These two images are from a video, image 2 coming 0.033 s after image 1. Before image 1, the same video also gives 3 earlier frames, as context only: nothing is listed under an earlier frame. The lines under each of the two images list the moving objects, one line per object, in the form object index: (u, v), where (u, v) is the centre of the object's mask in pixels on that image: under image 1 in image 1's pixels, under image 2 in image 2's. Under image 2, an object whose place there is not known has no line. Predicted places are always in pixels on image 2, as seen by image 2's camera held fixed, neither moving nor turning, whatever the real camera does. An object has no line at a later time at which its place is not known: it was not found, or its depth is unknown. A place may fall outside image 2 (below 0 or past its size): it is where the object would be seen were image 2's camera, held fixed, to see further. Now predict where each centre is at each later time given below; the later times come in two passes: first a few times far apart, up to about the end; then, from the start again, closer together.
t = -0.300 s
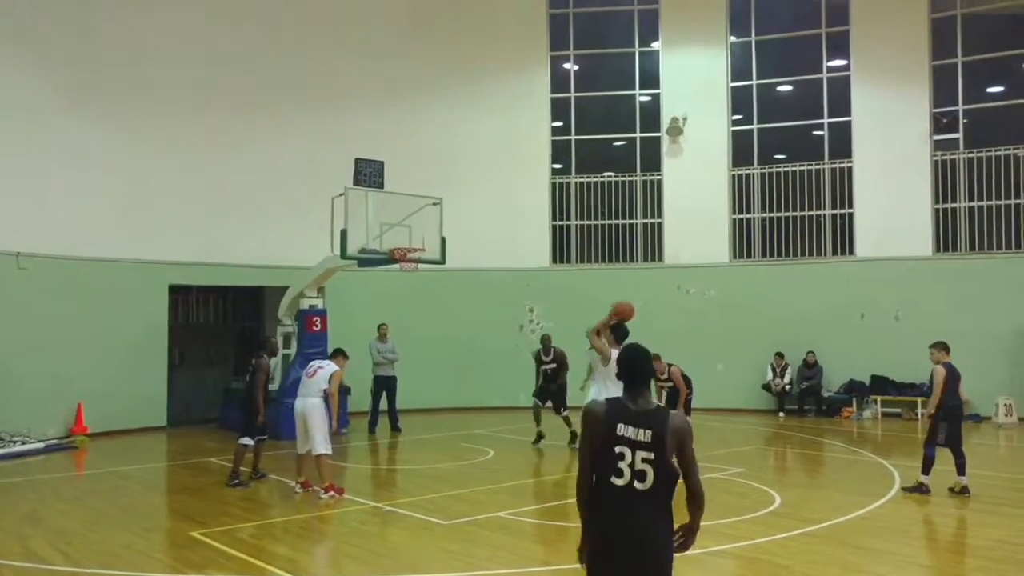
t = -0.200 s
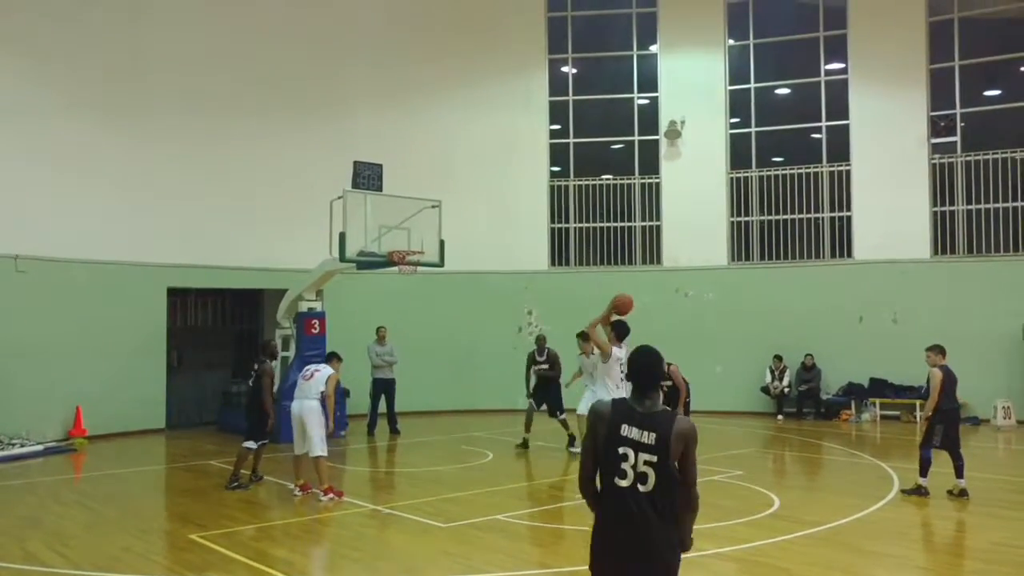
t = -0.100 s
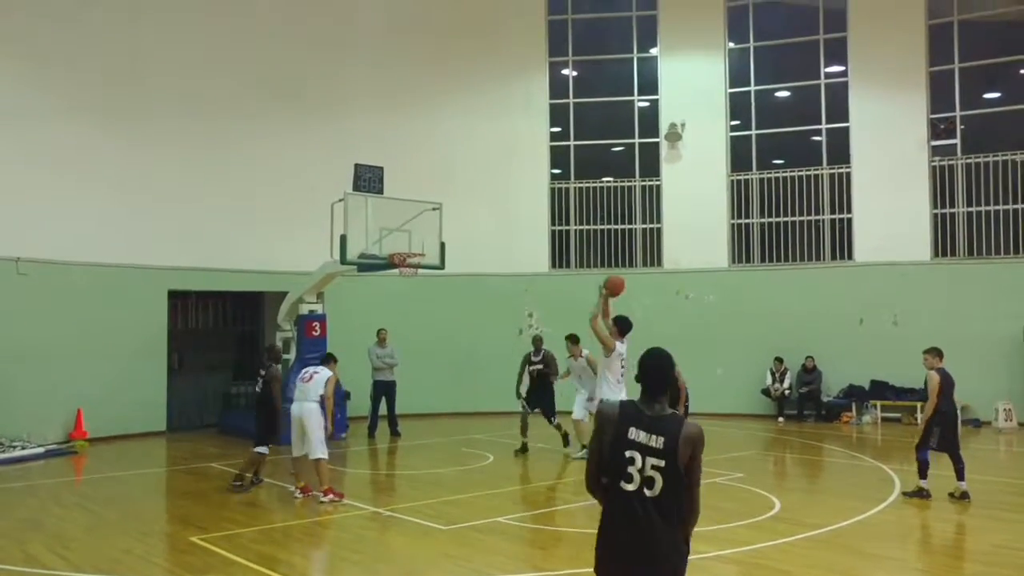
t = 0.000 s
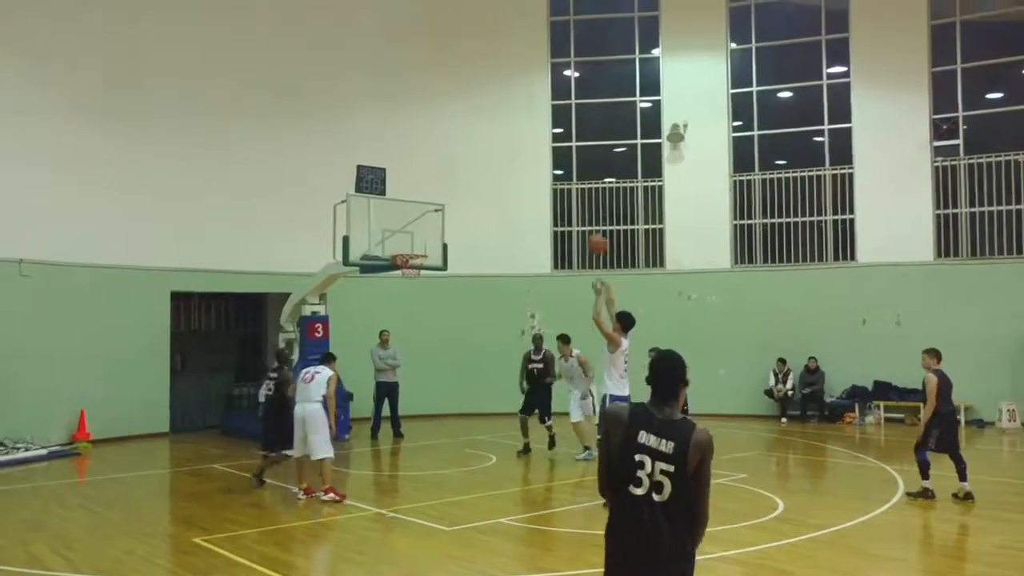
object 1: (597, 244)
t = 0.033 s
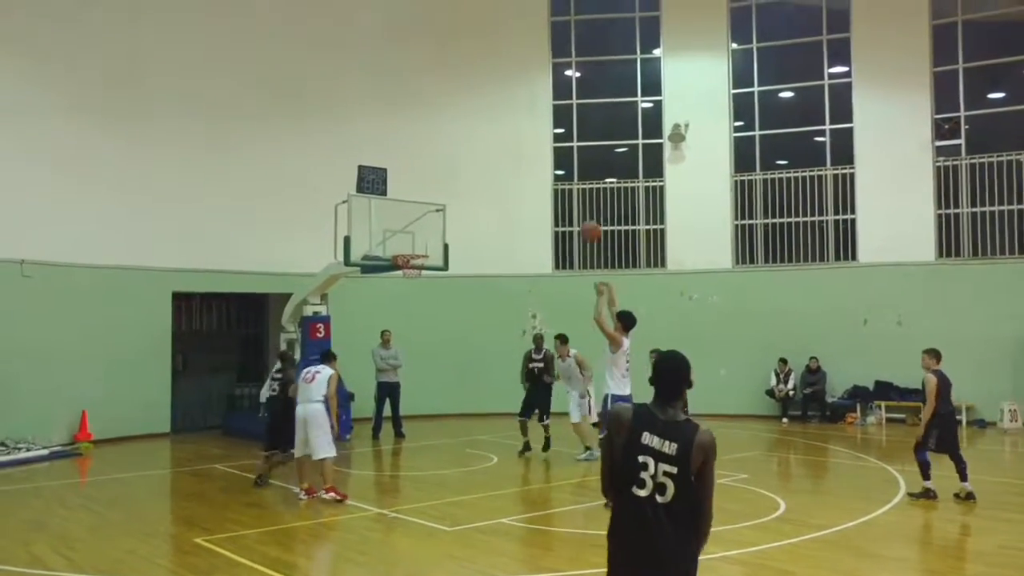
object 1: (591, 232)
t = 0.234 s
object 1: (546, 171)
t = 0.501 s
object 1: (497, 145)
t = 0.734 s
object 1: (458, 164)
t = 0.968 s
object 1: (424, 218)
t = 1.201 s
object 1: (399, 285)
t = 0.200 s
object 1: (552, 177)
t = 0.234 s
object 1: (546, 171)
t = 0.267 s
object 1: (539, 165)
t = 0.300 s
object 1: (533, 159)
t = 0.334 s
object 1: (526, 154)
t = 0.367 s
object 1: (520, 151)
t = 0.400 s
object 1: (514, 148)
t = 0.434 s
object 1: (508, 146)
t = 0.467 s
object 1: (502, 145)
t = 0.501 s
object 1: (497, 145)
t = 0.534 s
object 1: (491, 145)
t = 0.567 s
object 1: (485, 147)
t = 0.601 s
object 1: (479, 149)
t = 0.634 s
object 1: (474, 152)
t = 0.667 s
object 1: (469, 155)
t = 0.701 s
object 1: (463, 159)
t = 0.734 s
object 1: (458, 164)
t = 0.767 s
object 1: (453, 170)
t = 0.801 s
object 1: (448, 176)
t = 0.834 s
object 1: (443, 183)
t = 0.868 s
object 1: (438, 190)
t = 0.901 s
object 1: (434, 199)
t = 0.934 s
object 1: (429, 207)
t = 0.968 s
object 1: (424, 218)
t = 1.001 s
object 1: (420, 227)
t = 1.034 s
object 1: (415, 238)
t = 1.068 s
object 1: (411, 248)
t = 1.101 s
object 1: (407, 262)
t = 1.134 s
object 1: (403, 269)
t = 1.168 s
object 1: (401, 277)
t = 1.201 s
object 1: (399, 285)
